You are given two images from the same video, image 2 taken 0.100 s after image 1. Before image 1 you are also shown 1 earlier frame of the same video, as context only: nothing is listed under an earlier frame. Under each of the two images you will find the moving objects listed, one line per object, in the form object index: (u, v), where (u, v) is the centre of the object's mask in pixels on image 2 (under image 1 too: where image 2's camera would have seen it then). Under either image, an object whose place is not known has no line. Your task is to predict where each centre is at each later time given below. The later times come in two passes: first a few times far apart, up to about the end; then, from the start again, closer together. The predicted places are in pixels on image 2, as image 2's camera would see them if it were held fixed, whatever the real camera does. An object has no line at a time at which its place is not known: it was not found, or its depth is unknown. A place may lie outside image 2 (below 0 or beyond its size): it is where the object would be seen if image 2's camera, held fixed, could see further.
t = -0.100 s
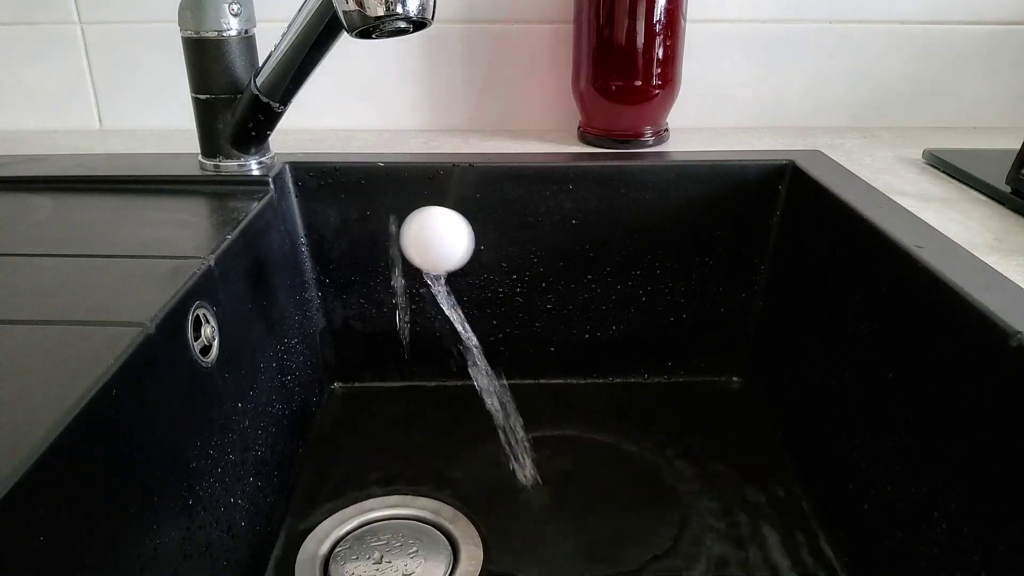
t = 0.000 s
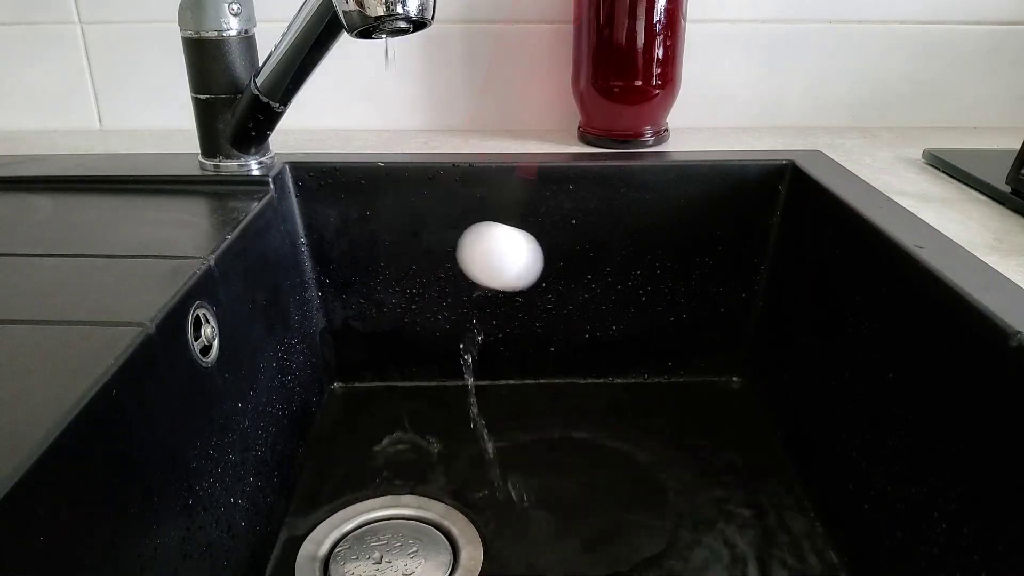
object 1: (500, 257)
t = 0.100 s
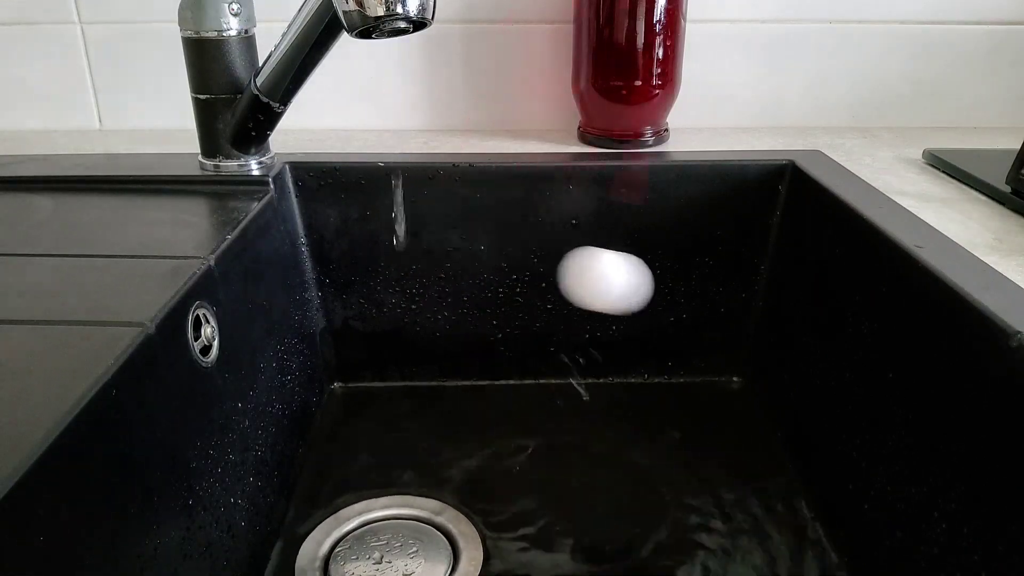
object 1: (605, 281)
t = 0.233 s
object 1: (789, 302)
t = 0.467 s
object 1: (656, 301)
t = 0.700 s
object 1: (605, 303)
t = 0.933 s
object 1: (719, 323)
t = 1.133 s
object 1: (804, 324)
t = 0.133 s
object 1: (648, 288)
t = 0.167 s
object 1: (693, 294)
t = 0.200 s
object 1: (740, 299)
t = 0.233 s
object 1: (789, 302)
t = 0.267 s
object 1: (803, 303)
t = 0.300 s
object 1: (774, 304)
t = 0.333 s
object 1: (747, 304)
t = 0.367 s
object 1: (721, 304)
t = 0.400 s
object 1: (697, 303)
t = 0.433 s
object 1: (675, 302)
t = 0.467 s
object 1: (656, 301)
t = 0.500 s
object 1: (639, 300)
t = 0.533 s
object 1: (625, 300)
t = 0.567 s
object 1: (614, 299)
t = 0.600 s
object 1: (606, 299)
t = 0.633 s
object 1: (602, 300)
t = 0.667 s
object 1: (601, 302)
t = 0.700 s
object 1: (605, 303)
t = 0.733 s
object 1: (611, 306)
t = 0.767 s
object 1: (622, 309)
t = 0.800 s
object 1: (635, 312)
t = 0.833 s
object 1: (652, 315)
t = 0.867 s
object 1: (672, 318)
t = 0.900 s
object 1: (694, 321)
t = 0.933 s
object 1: (719, 323)
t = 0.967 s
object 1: (745, 325)
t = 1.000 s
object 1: (773, 326)
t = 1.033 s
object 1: (801, 326)
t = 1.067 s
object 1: (827, 325)
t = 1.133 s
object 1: (804, 324)
